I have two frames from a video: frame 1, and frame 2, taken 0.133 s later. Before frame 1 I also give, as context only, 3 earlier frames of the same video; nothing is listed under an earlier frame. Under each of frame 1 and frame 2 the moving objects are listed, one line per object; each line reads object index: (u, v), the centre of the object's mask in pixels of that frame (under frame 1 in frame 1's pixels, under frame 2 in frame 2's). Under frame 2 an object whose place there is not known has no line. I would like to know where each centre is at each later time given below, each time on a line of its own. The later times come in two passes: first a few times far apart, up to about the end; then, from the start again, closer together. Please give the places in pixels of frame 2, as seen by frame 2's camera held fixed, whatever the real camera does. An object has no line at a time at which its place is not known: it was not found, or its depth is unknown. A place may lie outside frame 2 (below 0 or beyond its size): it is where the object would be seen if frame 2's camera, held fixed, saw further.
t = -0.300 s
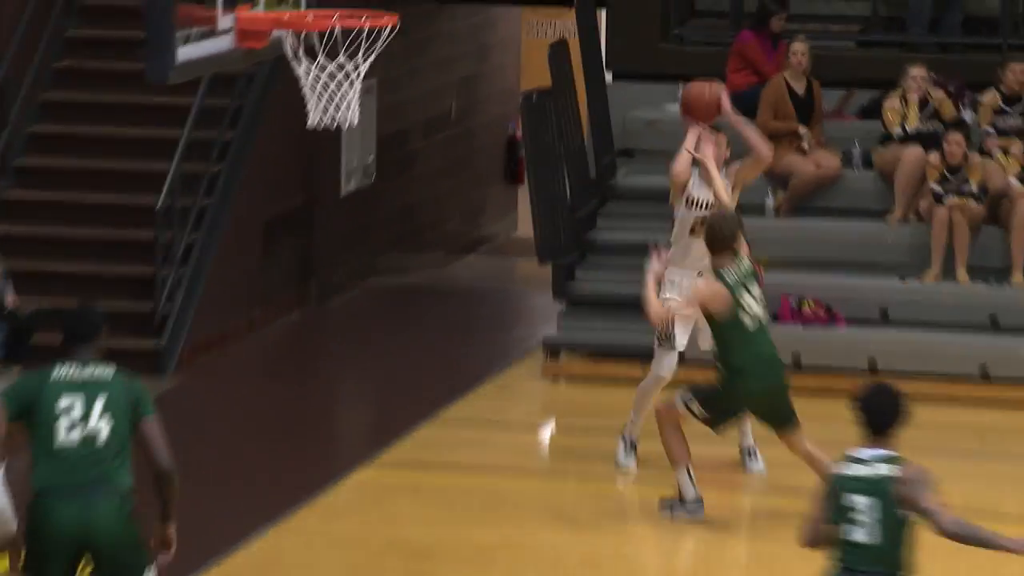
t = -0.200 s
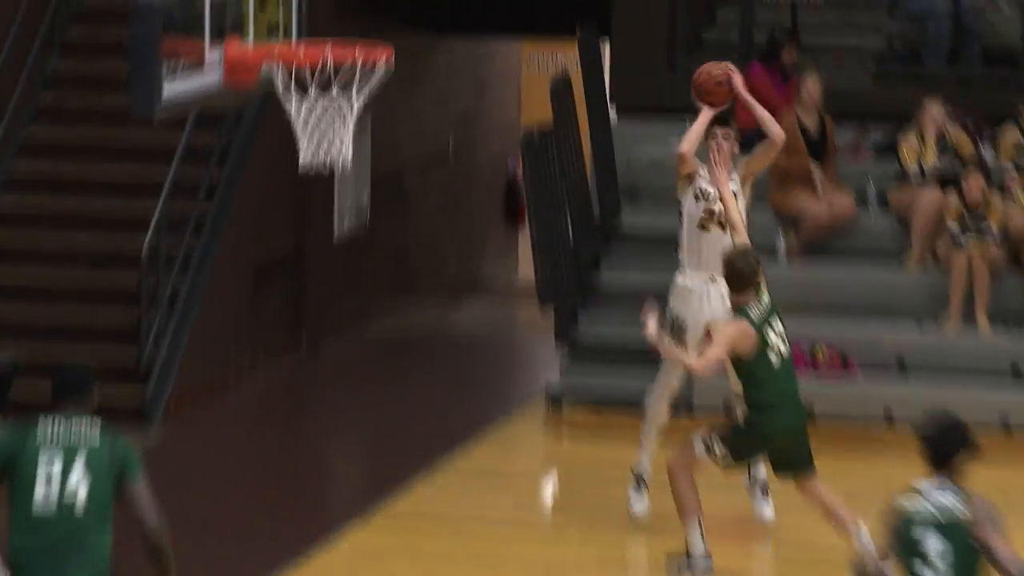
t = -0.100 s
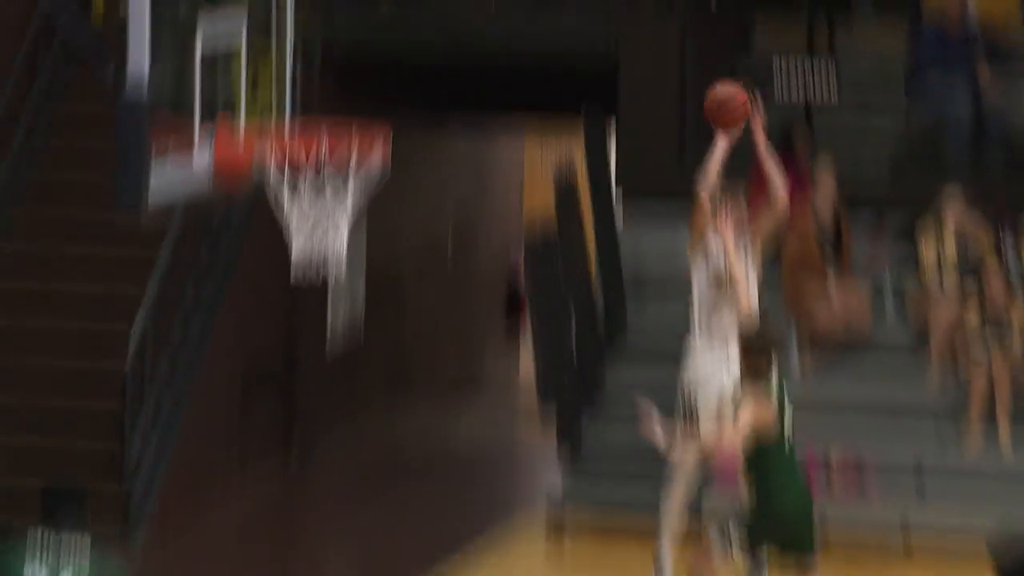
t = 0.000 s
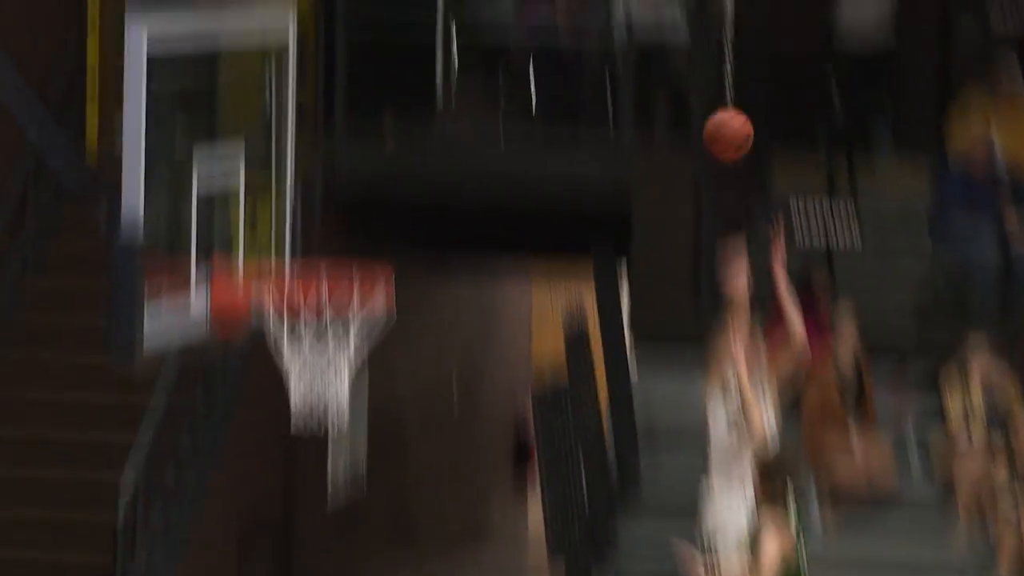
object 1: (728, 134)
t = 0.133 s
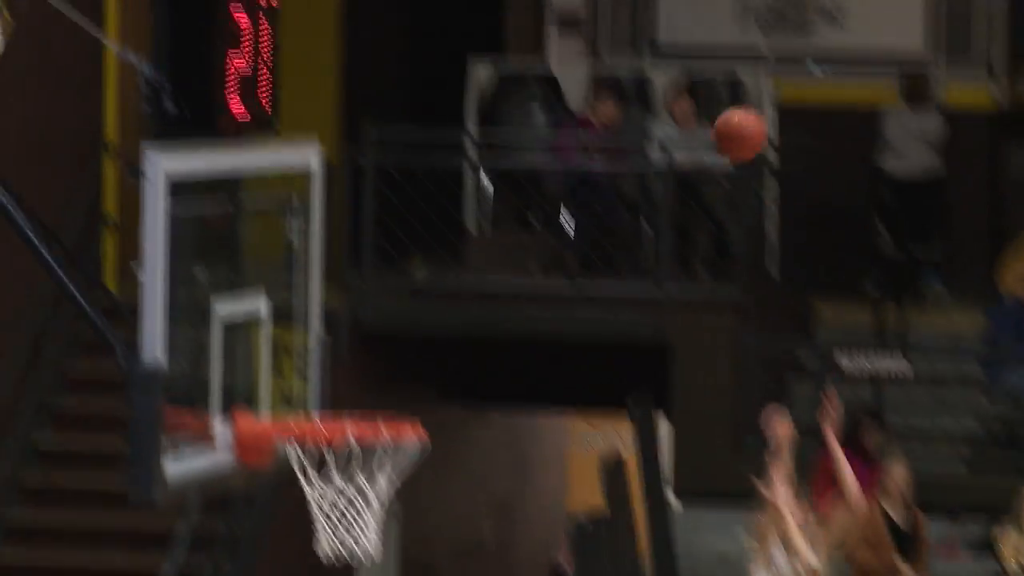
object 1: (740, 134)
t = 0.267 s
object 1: (710, 30)
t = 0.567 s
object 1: (621, -66)
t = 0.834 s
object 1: (520, 32)
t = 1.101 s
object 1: (395, 331)
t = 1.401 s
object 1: (320, 526)
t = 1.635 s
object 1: (282, 696)
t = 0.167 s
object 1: (732, 107)
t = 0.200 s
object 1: (725, 80)
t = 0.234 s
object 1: (719, 52)
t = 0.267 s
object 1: (710, 30)
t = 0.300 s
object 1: (701, 8)
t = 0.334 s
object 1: (693, -10)
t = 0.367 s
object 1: (684, -28)
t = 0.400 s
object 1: (675, -41)
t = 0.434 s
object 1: (663, -53)
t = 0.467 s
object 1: (653, -59)
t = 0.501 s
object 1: (643, -63)
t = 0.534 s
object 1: (631, -66)
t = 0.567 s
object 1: (621, -66)
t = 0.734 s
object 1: (559, -22)
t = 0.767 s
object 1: (546, -5)
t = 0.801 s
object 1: (534, 13)
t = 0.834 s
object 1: (520, 32)
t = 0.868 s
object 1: (504, 50)
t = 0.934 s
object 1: (476, 102)
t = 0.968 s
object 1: (459, 140)
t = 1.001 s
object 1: (443, 182)
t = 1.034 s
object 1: (429, 226)
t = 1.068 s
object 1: (413, 274)
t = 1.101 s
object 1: (395, 331)
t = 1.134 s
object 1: (379, 377)
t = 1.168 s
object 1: (364, 440)
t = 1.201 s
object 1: (349, 477)
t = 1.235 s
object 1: (340, 494)
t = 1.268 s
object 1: (337, 495)
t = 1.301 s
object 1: (333, 497)
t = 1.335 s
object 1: (328, 504)
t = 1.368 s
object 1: (324, 513)
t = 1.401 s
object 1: (320, 526)
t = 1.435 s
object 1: (315, 543)
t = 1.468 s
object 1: (310, 564)
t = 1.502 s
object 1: (305, 587)
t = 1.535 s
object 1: (296, 618)
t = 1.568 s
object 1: (293, 645)
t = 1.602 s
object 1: (284, 675)
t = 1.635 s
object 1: (282, 696)
